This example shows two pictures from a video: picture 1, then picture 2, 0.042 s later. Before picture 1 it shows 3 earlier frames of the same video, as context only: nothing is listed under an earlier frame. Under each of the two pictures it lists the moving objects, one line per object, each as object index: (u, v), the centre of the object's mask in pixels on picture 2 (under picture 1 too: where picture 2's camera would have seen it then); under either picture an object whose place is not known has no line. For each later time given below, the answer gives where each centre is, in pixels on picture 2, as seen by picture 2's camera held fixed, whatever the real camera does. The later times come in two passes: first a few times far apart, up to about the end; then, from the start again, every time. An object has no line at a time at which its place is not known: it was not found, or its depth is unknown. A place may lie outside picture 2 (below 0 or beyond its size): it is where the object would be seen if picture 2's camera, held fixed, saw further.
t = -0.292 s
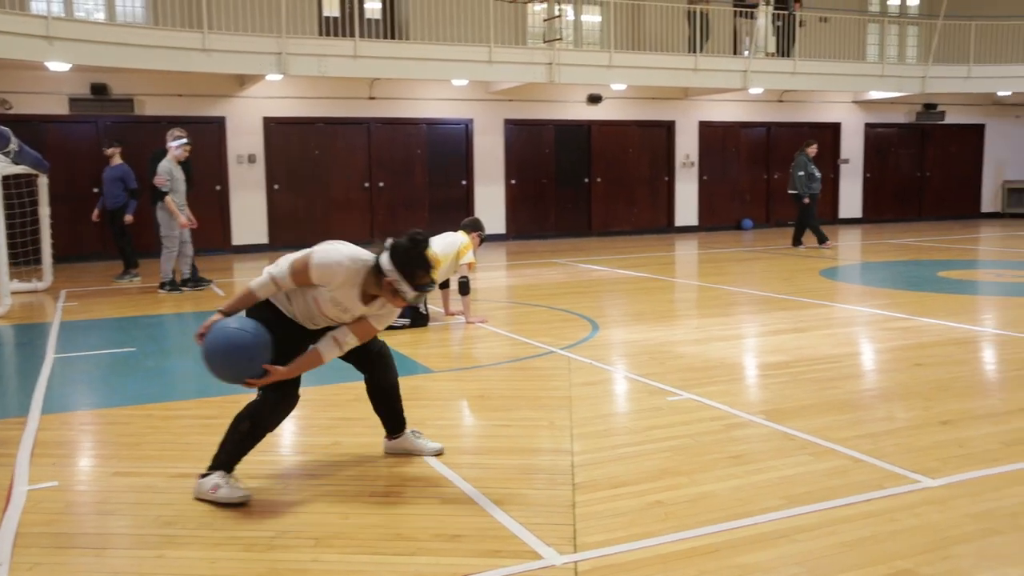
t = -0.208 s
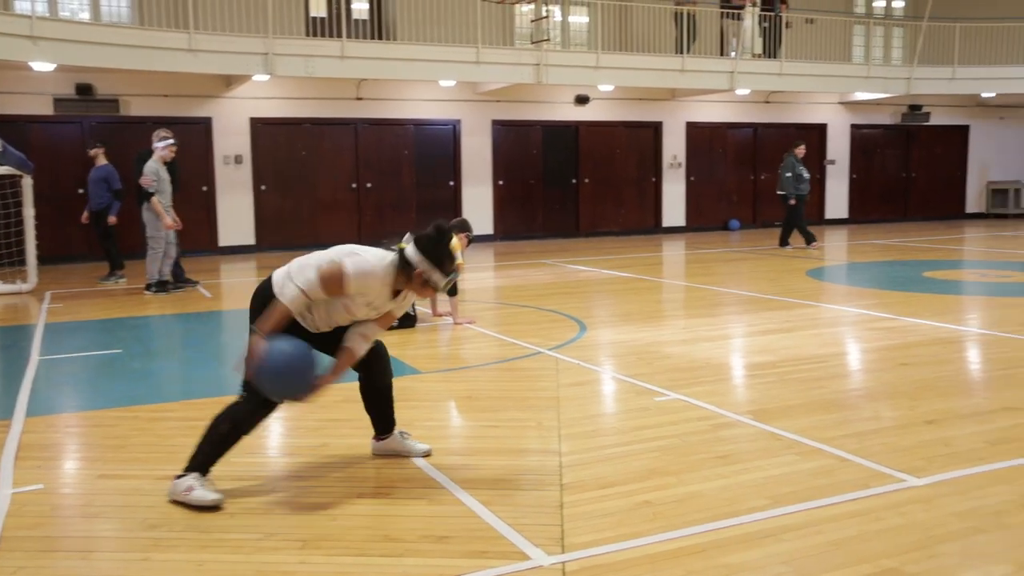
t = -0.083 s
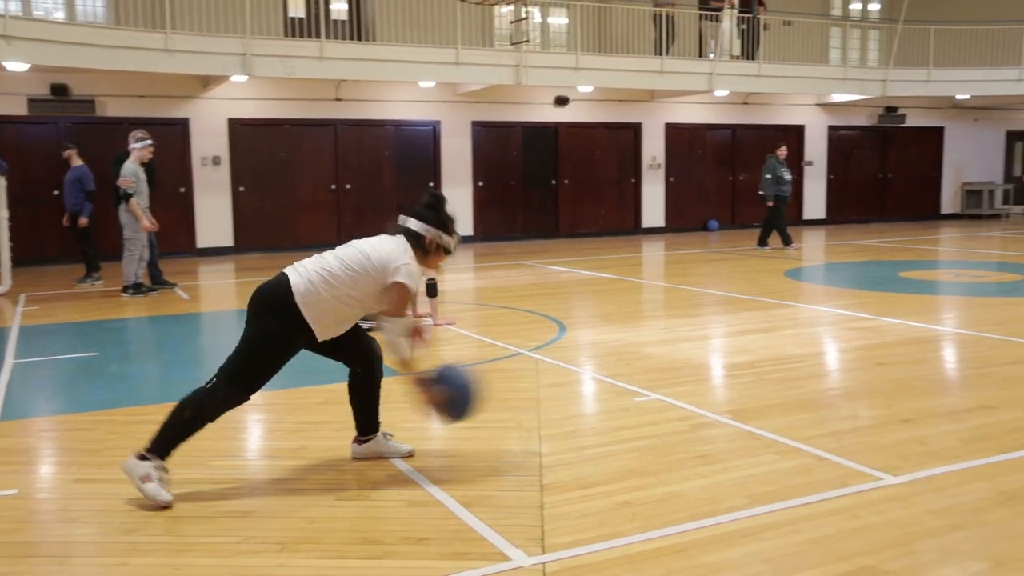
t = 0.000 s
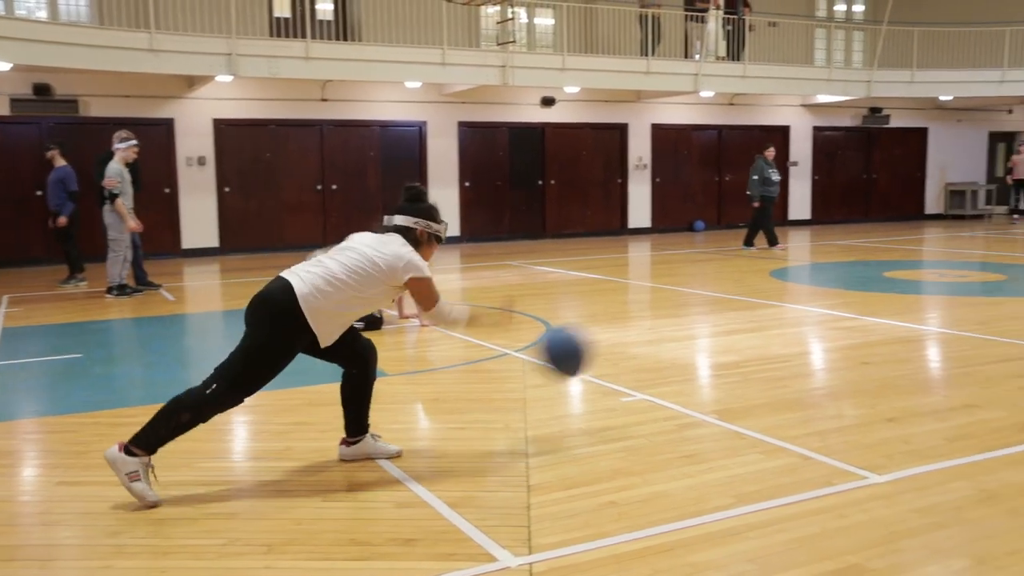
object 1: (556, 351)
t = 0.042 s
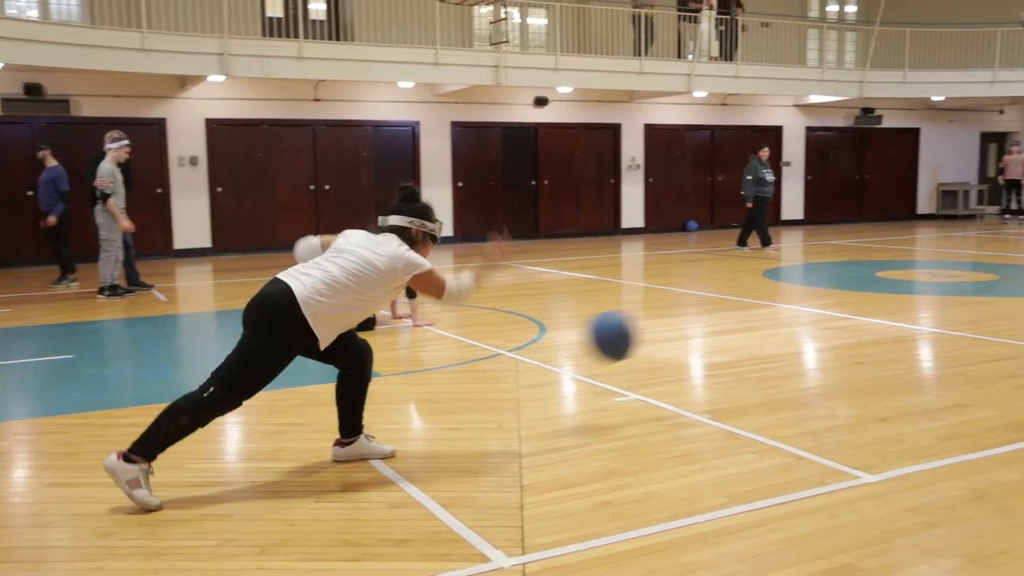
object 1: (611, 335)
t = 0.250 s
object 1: (818, 319)
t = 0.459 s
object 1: (937, 305)
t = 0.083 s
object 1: (661, 324)
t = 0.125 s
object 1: (705, 318)
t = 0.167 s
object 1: (746, 315)
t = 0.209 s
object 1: (783, 316)
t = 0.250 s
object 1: (818, 319)
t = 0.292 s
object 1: (848, 325)
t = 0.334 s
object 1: (877, 333)
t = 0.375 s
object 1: (900, 327)
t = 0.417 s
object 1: (920, 314)
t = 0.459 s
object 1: (937, 305)
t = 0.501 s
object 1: (954, 298)
